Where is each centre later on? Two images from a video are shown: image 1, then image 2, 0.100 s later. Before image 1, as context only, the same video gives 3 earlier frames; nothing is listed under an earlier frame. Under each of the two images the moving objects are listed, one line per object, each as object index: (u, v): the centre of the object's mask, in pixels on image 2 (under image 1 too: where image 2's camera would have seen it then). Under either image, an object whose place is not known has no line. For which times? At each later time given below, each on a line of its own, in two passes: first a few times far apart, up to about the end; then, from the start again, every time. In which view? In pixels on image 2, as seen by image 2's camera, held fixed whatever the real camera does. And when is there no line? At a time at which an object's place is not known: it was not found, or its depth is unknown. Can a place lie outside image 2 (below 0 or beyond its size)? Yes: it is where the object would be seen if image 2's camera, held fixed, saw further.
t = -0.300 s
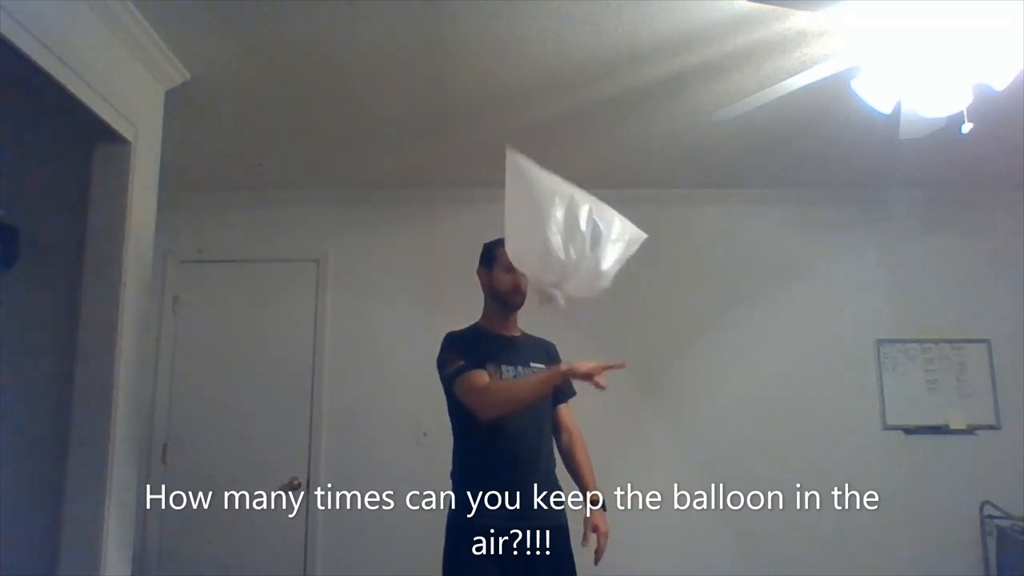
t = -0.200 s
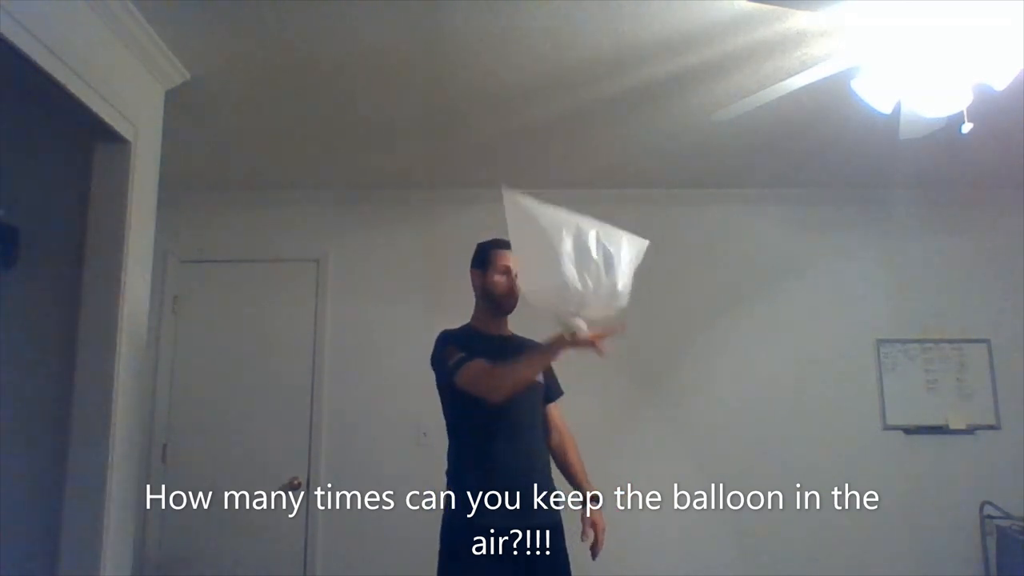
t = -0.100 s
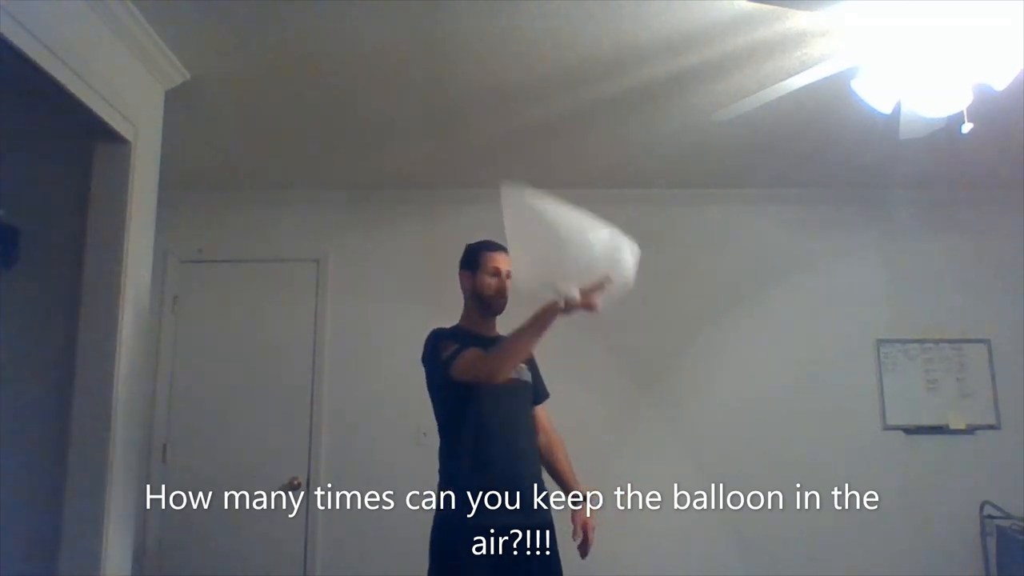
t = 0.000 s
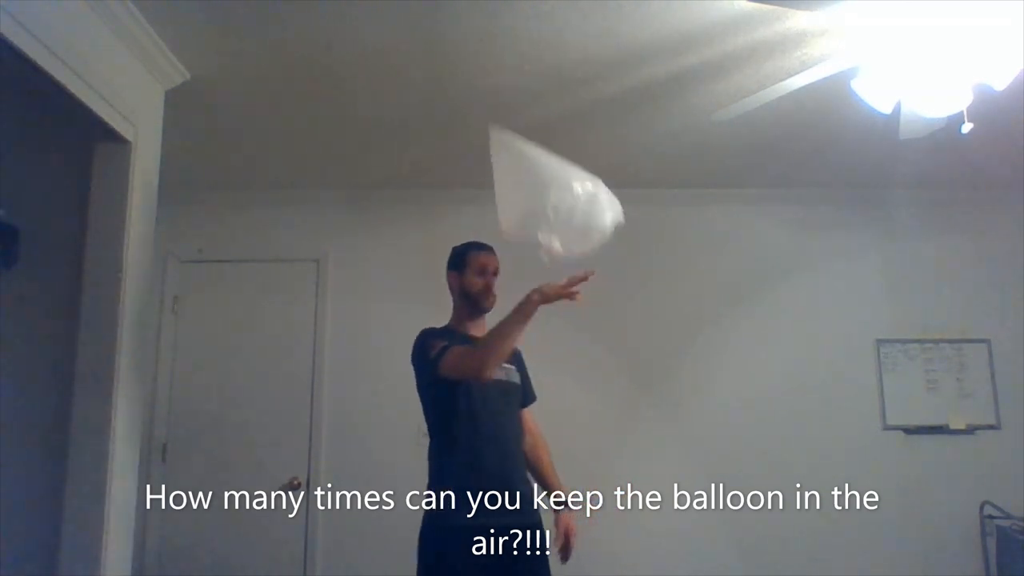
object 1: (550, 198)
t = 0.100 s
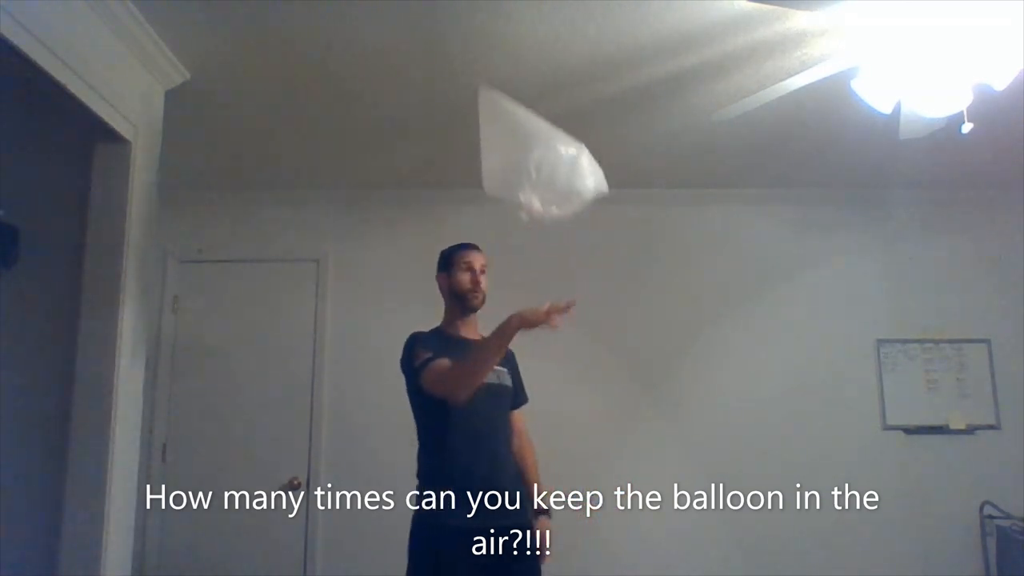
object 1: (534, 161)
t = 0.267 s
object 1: (512, 121)
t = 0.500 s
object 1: (483, 98)
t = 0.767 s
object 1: (456, 119)
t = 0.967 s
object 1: (439, 160)
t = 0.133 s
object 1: (529, 151)
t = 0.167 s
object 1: (524, 142)
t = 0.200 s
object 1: (520, 135)
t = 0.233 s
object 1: (516, 127)
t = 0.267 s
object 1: (512, 121)
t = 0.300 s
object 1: (508, 115)
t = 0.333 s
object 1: (503, 110)
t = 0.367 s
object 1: (499, 107)
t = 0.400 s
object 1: (494, 102)
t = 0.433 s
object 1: (490, 99)
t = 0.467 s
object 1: (487, 99)
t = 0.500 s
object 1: (483, 98)
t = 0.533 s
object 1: (479, 98)
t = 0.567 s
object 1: (475, 99)
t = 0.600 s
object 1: (472, 100)
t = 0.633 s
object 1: (469, 103)
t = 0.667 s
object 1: (466, 107)
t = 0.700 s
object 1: (462, 109)
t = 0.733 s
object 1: (459, 114)
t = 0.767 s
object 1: (456, 119)
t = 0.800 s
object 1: (453, 125)
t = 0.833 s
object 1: (450, 131)
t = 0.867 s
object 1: (447, 137)
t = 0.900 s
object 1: (444, 144)
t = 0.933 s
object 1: (441, 152)
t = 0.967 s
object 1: (439, 160)
